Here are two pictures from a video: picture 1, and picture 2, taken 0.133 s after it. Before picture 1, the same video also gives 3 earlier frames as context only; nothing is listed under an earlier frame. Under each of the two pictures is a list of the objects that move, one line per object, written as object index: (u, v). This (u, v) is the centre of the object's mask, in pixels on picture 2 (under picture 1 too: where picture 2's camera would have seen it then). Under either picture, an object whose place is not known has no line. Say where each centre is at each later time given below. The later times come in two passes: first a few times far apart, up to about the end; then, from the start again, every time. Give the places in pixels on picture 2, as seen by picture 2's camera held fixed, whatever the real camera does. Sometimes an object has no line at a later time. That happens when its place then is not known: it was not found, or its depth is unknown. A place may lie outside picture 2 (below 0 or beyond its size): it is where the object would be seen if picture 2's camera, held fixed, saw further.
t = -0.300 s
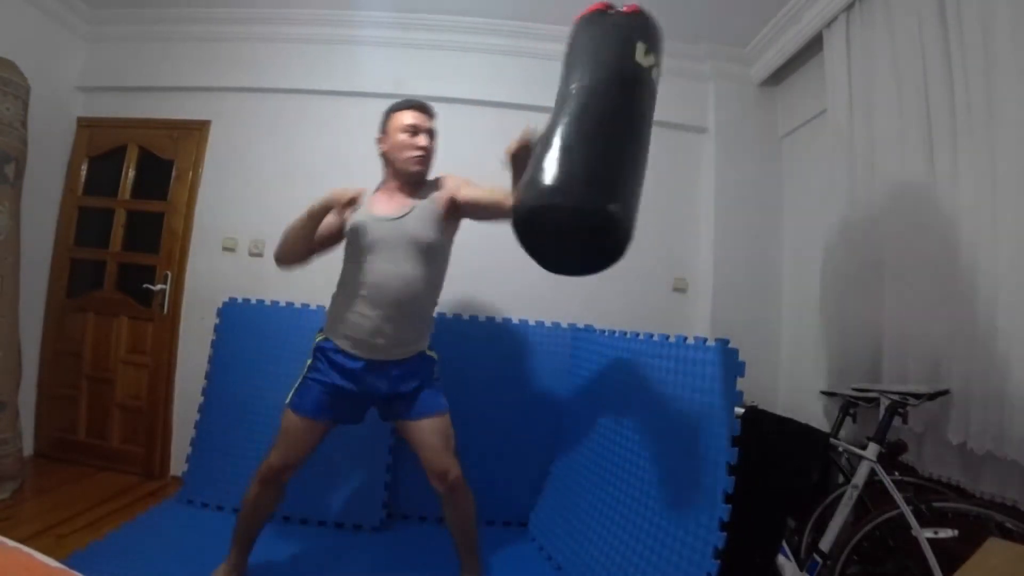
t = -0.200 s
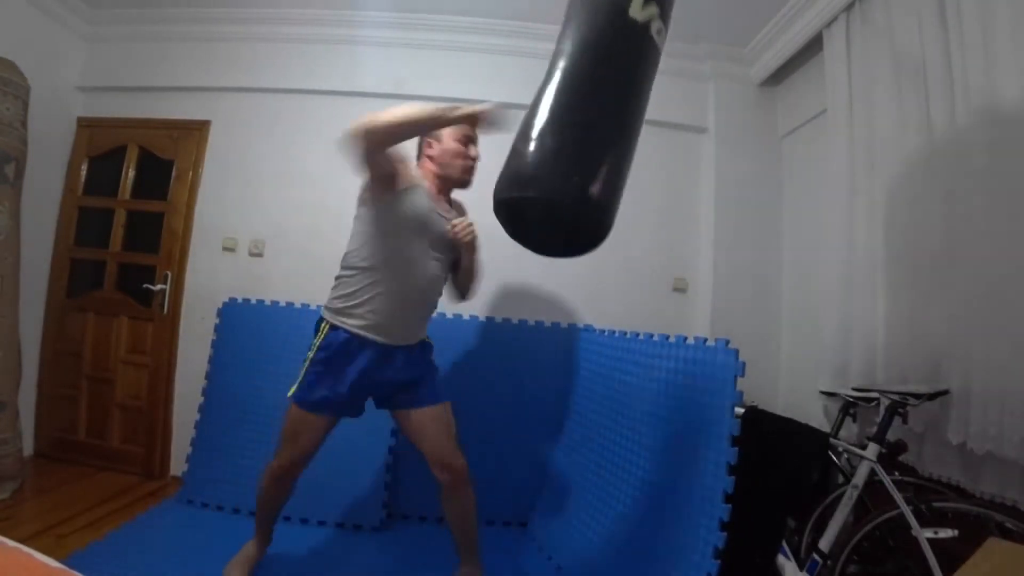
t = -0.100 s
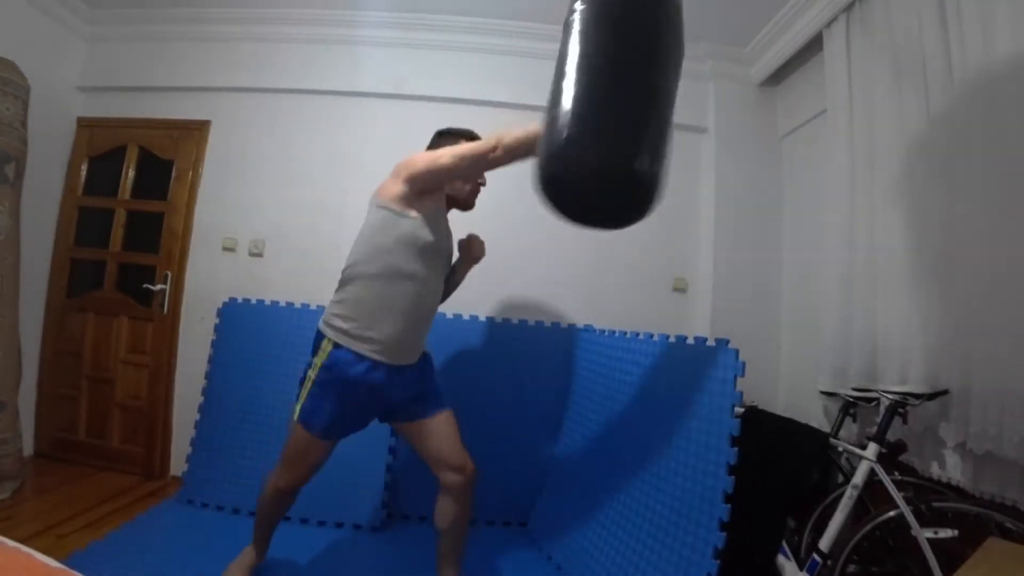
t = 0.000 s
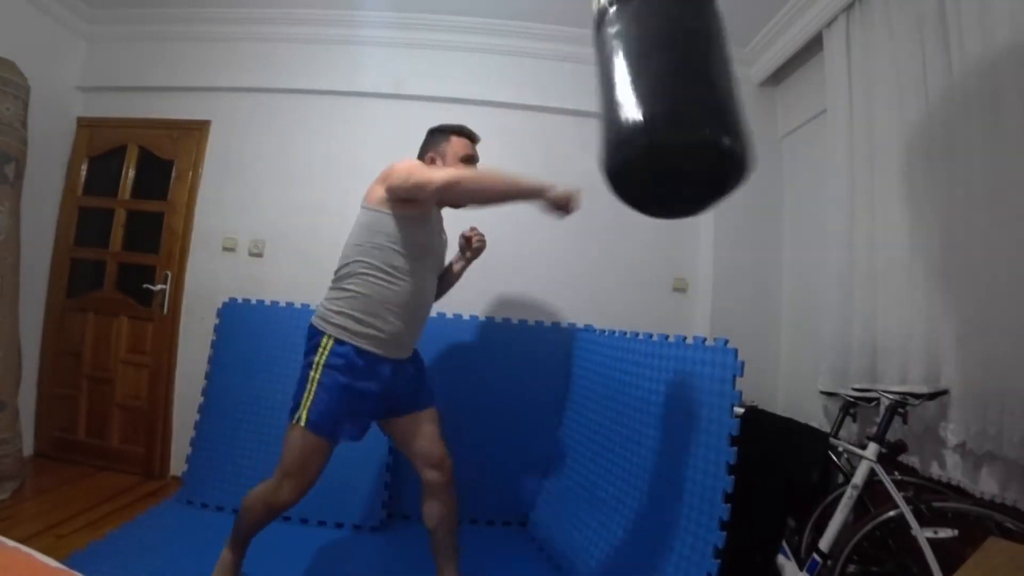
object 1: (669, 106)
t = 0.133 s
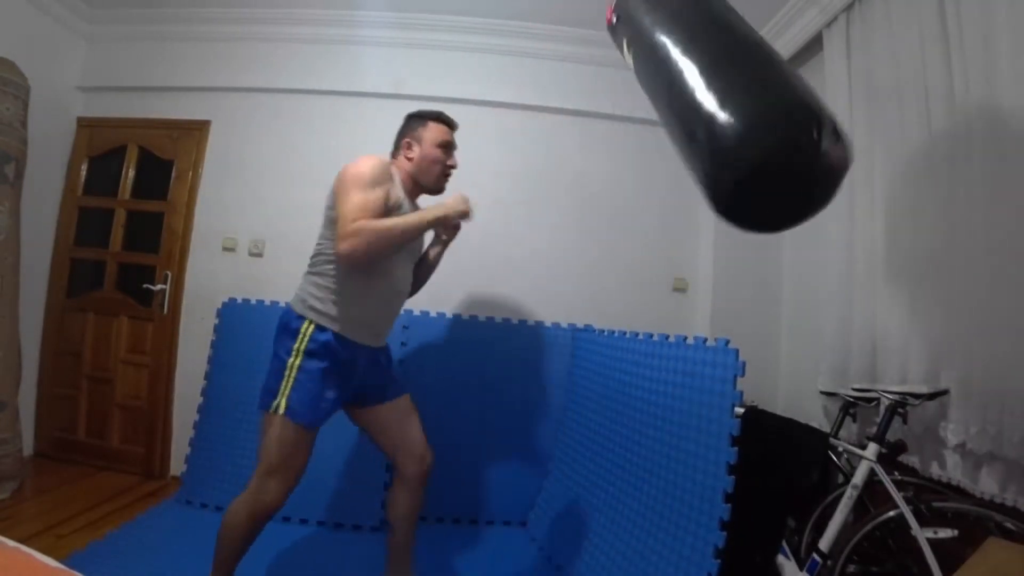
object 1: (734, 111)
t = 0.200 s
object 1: (742, 109)
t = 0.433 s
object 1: (723, 147)
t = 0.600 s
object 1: (682, 175)
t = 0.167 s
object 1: (740, 109)
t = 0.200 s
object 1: (742, 109)
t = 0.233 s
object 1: (741, 111)
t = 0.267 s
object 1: (739, 115)
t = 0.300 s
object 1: (737, 123)
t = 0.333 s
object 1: (735, 130)
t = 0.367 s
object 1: (732, 137)
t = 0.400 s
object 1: (728, 143)
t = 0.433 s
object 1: (723, 147)
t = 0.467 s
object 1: (717, 151)
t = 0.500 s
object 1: (708, 155)
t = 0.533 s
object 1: (700, 161)
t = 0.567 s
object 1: (692, 168)
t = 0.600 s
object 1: (682, 175)
